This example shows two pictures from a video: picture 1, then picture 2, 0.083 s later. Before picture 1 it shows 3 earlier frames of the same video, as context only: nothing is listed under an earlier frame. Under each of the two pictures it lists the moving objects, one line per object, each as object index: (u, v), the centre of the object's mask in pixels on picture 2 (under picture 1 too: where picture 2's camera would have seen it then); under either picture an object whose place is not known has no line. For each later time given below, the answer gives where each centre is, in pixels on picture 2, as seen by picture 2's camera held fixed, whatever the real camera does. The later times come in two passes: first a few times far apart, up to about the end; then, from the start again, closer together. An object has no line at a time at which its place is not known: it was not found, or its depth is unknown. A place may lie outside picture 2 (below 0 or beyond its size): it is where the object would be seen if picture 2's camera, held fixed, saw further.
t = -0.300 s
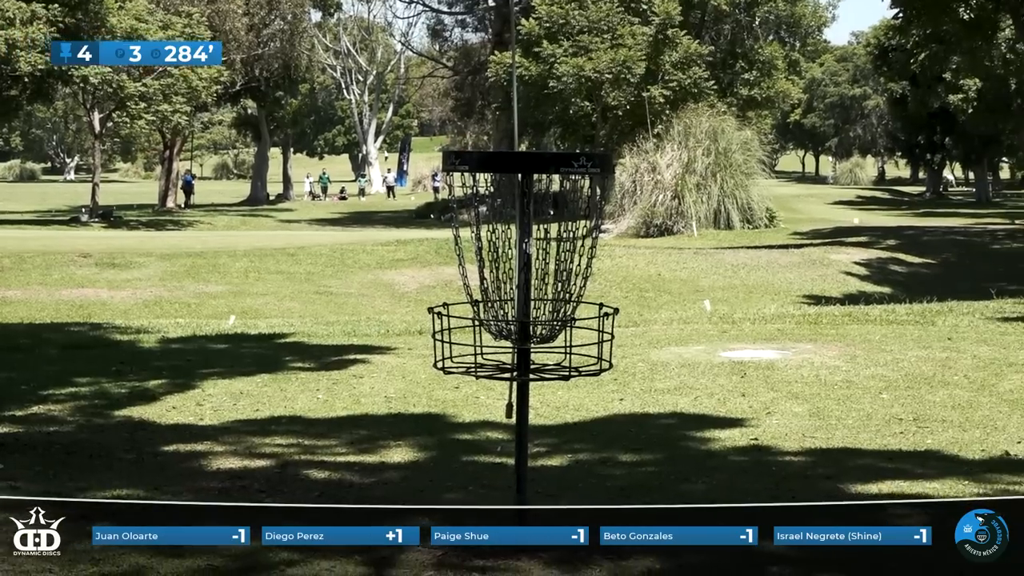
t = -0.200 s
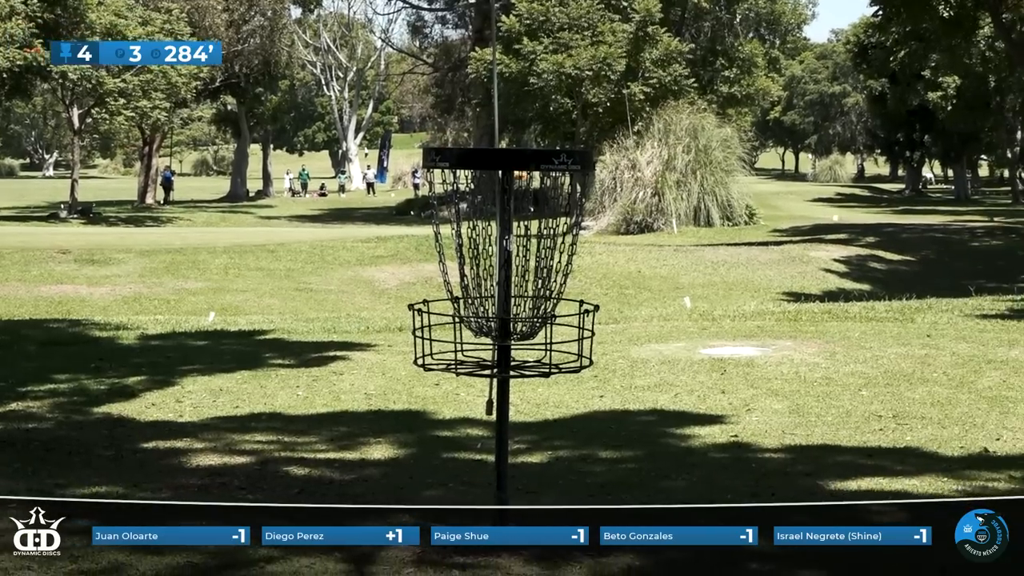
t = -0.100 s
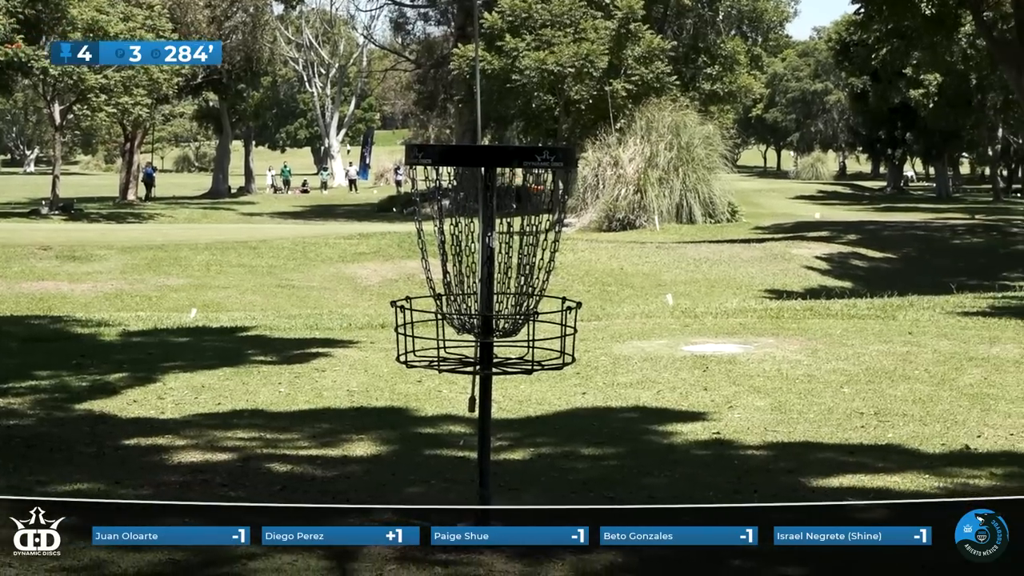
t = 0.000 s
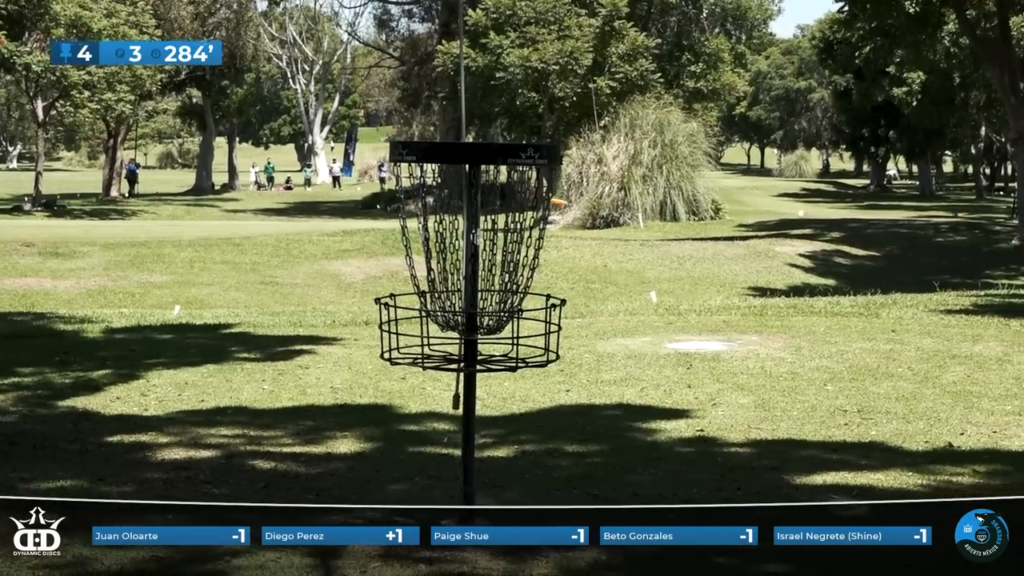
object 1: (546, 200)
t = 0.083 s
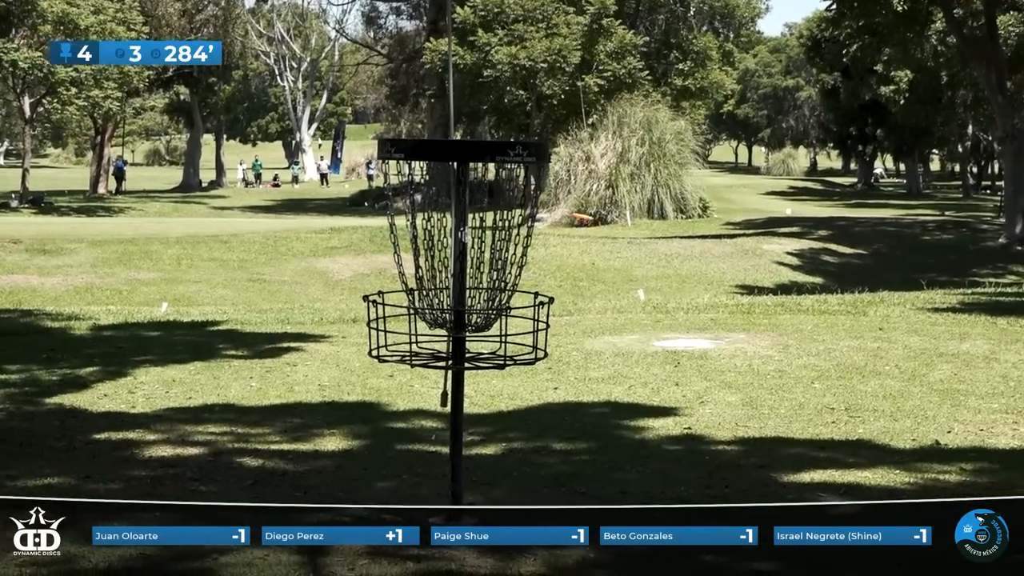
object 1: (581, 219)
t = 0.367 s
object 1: (754, 298)
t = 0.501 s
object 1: (841, 320)
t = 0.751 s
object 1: (984, 336)
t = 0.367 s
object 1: (754, 298)
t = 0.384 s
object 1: (767, 304)
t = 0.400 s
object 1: (780, 310)
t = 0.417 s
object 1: (793, 317)
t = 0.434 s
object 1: (805, 322)
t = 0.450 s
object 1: (817, 322)
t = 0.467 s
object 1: (825, 321)
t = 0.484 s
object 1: (833, 321)
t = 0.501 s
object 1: (841, 320)
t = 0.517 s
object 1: (850, 319)
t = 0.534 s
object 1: (860, 318)
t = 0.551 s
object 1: (868, 318)
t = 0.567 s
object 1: (877, 319)
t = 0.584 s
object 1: (887, 319)
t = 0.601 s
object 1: (896, 320)
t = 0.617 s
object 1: (905, 321)
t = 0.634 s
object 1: (914, 322)
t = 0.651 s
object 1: (923, 323)
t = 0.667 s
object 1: (933, 325)
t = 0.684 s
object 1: (943, 326)
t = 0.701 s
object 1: (952, 329)
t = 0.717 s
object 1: (963, 331)
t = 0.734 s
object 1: (974, 333)
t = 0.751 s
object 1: (984, 336)
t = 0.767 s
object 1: (995, 339)
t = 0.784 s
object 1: (1006, 343)
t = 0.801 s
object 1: (1018, 346)
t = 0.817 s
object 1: (1030, 350)
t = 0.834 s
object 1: (1043, 354)
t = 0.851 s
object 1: (1053, 359)
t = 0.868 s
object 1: (1066, 364)
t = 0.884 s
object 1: (1078, 369)
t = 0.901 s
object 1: (1092, 374)
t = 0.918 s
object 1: (1105, 380)
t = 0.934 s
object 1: (1116, 384)
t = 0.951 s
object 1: (1128, 386)
